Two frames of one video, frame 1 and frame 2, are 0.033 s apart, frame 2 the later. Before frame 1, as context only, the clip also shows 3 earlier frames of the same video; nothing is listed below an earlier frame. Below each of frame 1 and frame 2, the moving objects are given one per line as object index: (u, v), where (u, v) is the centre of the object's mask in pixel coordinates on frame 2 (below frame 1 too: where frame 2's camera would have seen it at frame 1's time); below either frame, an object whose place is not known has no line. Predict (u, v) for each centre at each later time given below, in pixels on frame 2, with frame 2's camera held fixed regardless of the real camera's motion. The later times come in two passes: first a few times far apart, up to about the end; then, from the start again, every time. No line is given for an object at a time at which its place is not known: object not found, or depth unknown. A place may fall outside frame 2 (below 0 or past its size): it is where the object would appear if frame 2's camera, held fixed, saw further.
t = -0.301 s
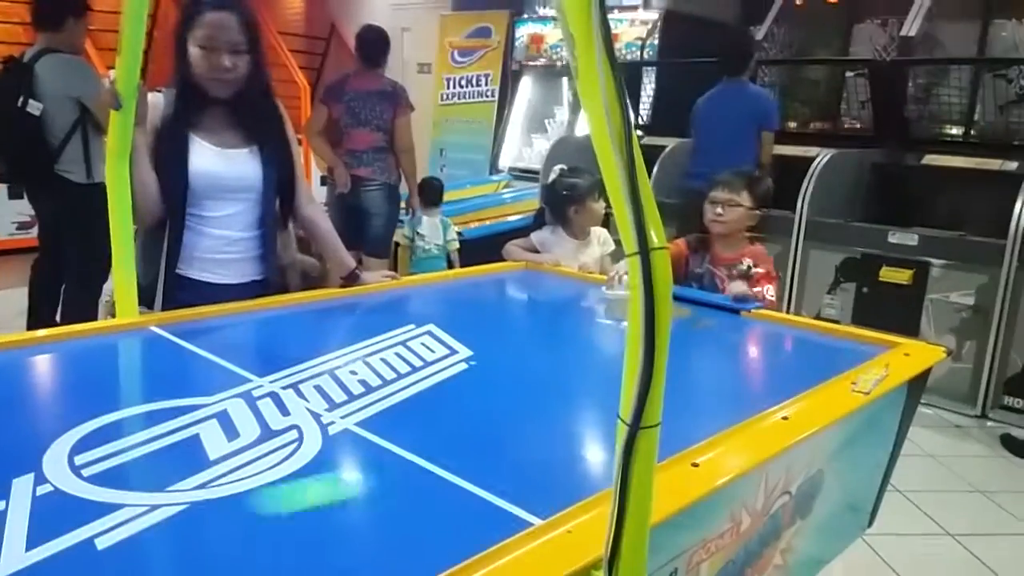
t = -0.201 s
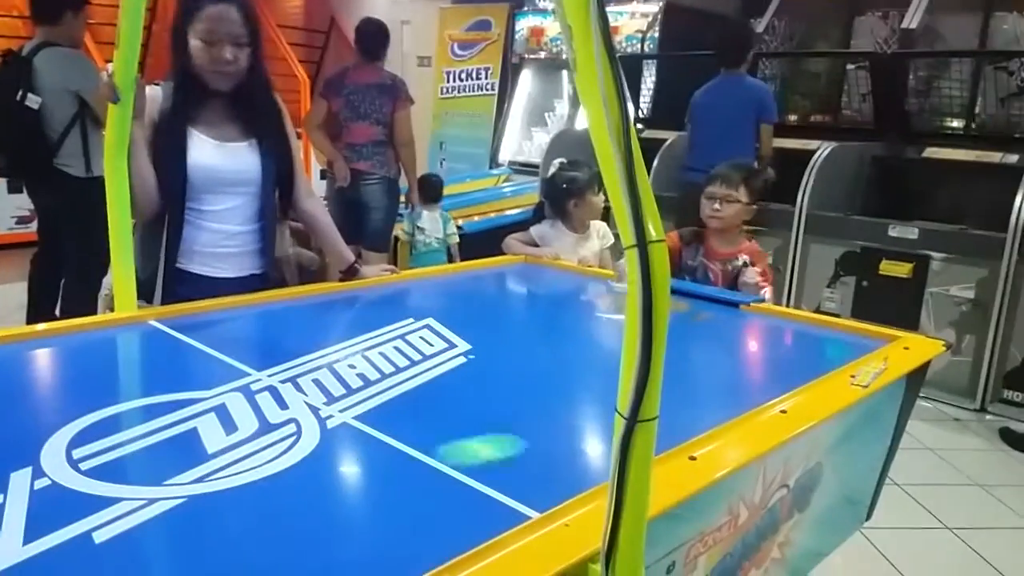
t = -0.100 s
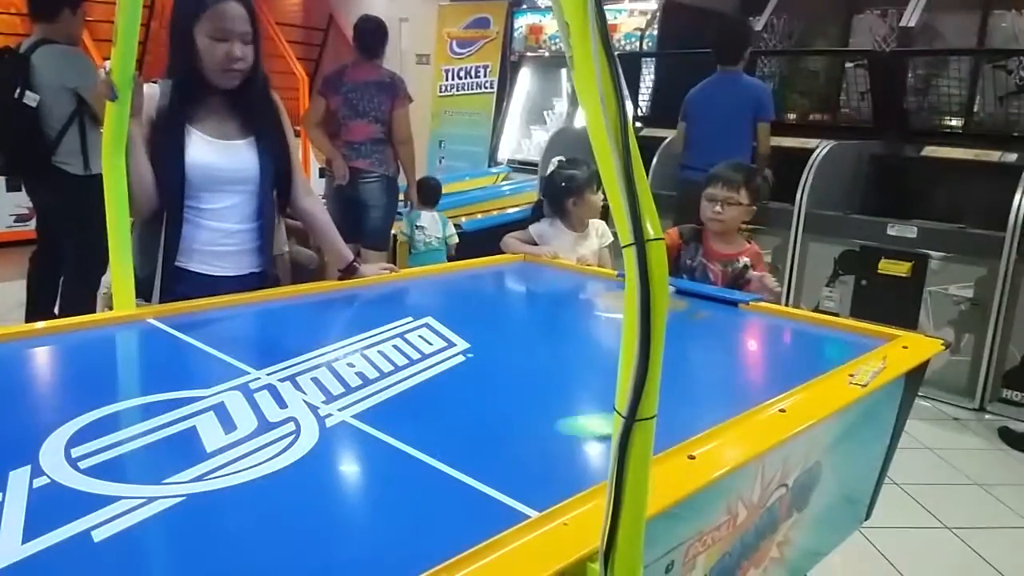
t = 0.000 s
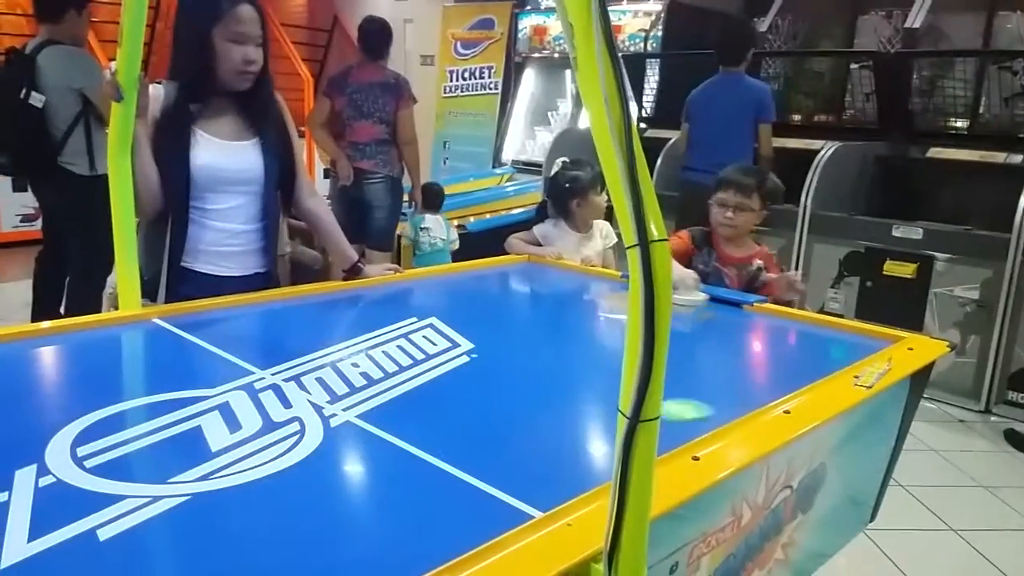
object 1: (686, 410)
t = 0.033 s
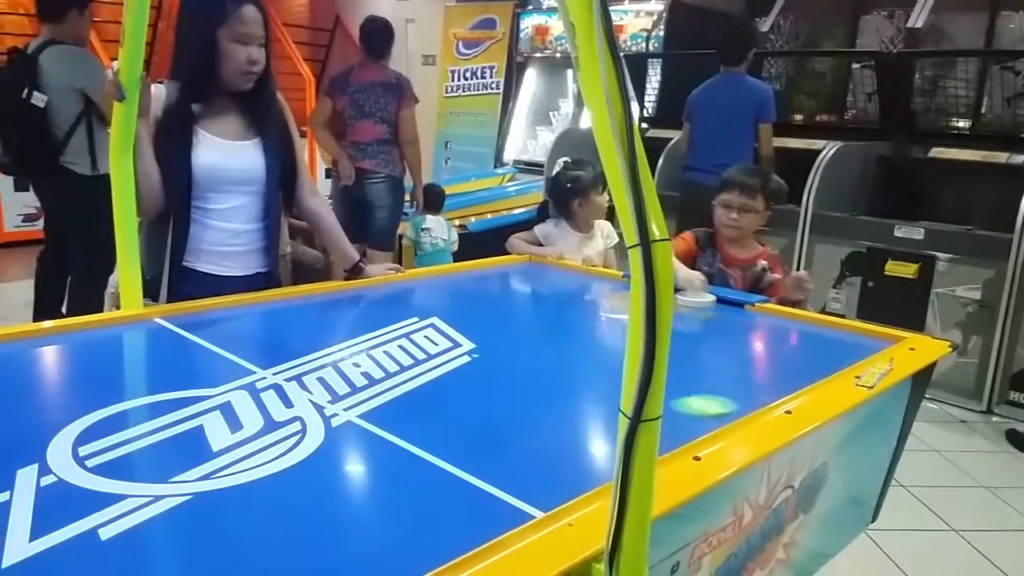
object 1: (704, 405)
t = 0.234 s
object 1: (790, 374)
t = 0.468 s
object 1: (819, 337)
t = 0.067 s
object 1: (727, 401)
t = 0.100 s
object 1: (747, 397)
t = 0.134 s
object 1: (766, 392)
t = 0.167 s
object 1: (777, 386)
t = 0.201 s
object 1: (784, 380)
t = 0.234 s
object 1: (790, 374)
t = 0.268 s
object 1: (795, 368)
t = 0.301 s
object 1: (800, 362)
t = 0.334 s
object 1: (804, 357)
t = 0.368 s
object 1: (809, 352)
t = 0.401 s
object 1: (812, 347)
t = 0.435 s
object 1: (815, 342)
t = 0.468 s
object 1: (819, 337)
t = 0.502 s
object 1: (824, 333)
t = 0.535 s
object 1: (825, 330)
